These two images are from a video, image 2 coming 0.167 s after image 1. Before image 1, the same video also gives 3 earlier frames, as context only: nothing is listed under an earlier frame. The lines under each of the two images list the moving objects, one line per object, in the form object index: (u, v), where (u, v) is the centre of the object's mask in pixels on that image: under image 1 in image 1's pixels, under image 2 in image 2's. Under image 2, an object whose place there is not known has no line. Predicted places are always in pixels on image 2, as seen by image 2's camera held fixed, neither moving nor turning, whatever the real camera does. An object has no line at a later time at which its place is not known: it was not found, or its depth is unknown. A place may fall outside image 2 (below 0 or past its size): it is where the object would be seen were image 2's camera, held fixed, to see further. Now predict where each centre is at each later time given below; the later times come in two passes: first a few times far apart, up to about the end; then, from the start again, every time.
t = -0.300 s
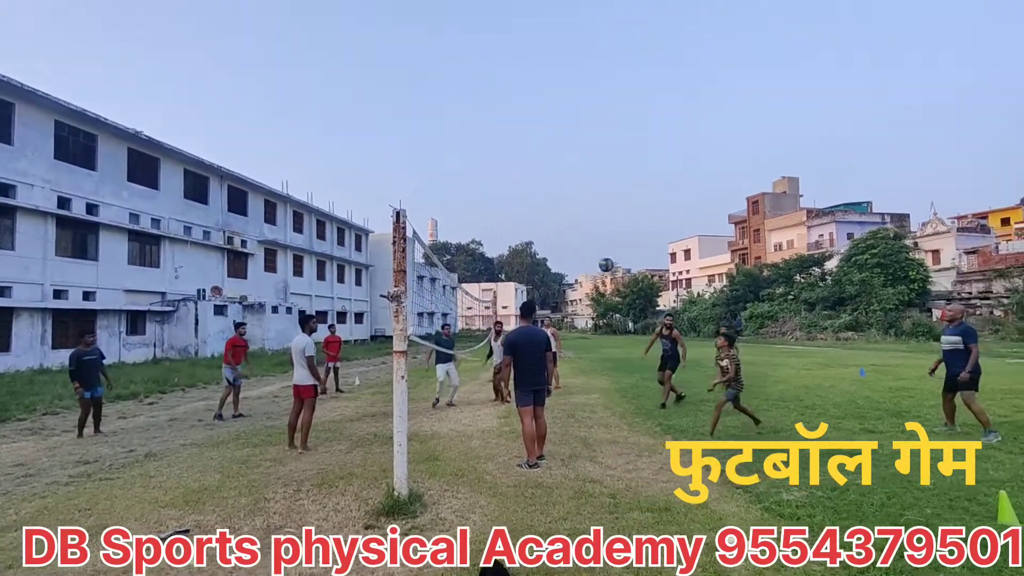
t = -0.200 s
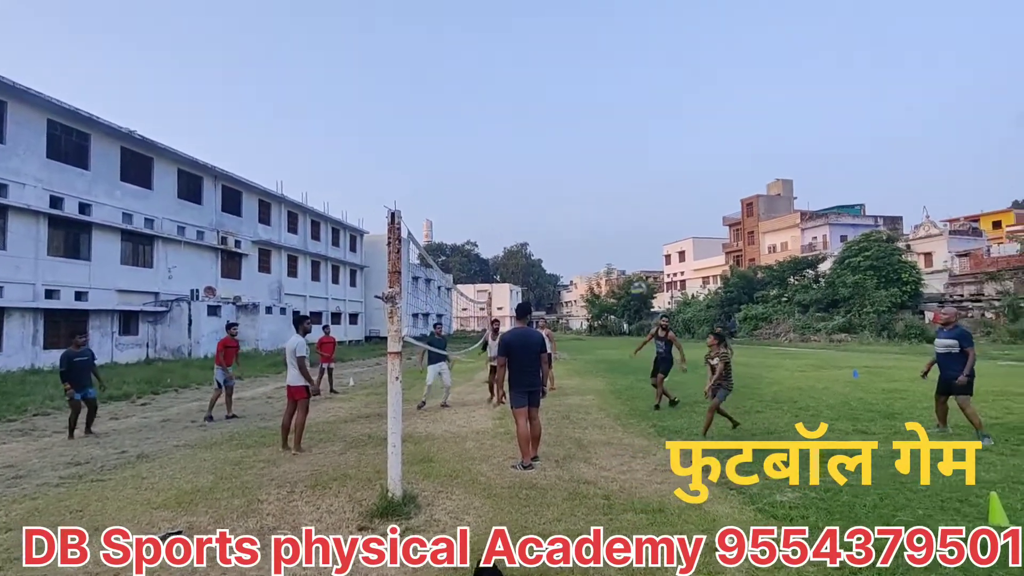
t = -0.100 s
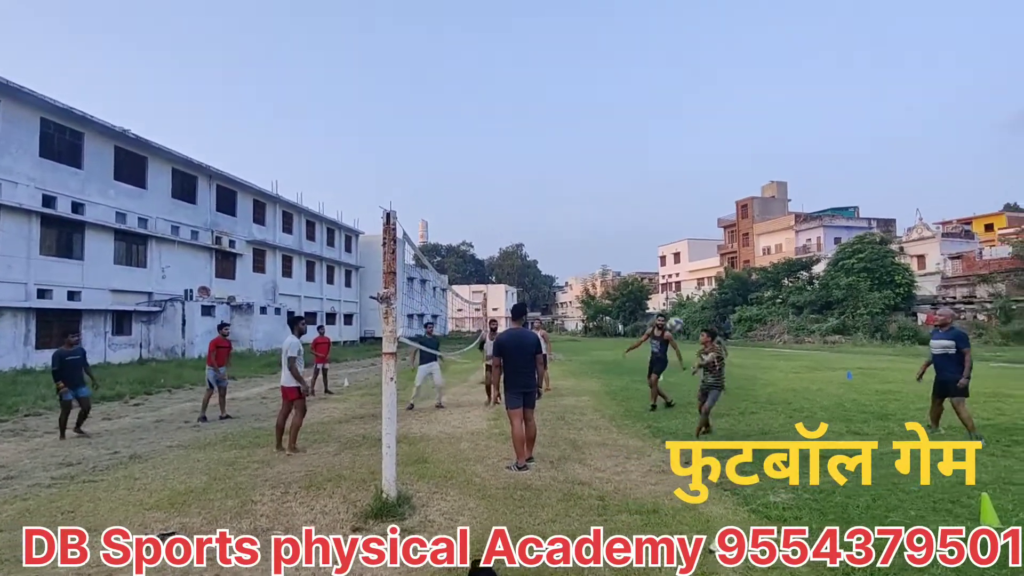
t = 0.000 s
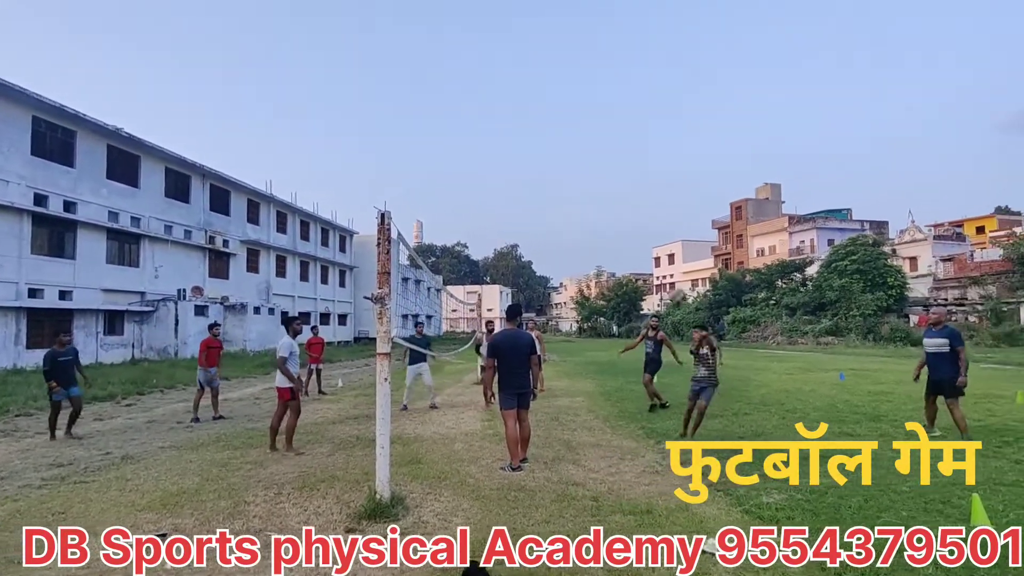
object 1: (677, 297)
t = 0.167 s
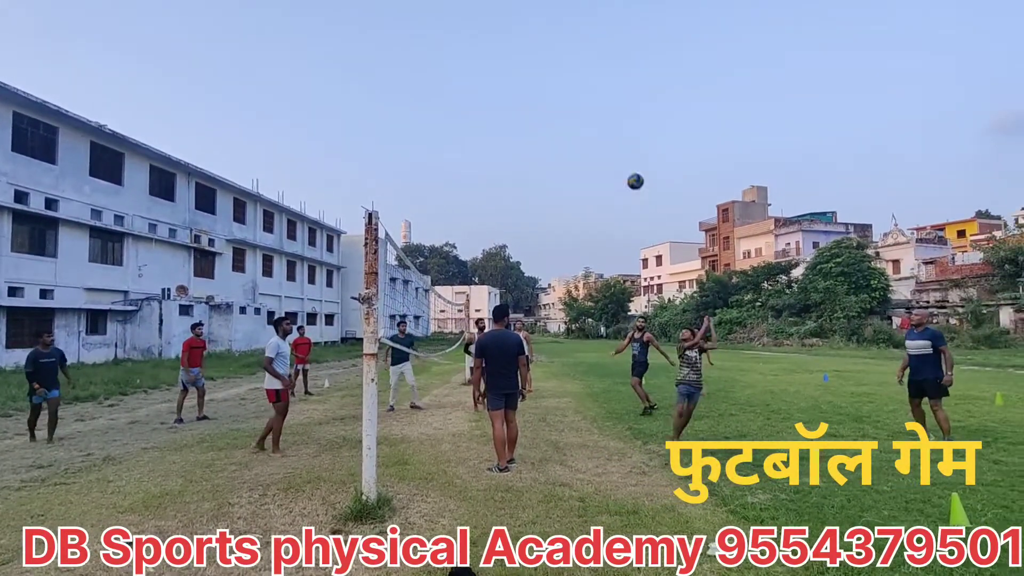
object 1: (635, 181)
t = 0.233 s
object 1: (625, 144)
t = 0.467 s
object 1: (592, 48)
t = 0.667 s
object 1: (567, 11)
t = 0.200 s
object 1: (630, 162)
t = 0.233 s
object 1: (625, 144)
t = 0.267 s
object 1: (620, 128)
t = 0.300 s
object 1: (615, 112)
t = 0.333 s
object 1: (610, 97)
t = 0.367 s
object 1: (605, 83)
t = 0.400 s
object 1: (601, 71)
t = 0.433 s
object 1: (596, 59)
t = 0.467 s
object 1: (592, 48)
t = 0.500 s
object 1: (588, 39)
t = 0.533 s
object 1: (583, 30)
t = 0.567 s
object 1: (579, 23)
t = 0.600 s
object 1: (575, 16)
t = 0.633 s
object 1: (571, 13)
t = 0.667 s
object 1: (567, 11)
